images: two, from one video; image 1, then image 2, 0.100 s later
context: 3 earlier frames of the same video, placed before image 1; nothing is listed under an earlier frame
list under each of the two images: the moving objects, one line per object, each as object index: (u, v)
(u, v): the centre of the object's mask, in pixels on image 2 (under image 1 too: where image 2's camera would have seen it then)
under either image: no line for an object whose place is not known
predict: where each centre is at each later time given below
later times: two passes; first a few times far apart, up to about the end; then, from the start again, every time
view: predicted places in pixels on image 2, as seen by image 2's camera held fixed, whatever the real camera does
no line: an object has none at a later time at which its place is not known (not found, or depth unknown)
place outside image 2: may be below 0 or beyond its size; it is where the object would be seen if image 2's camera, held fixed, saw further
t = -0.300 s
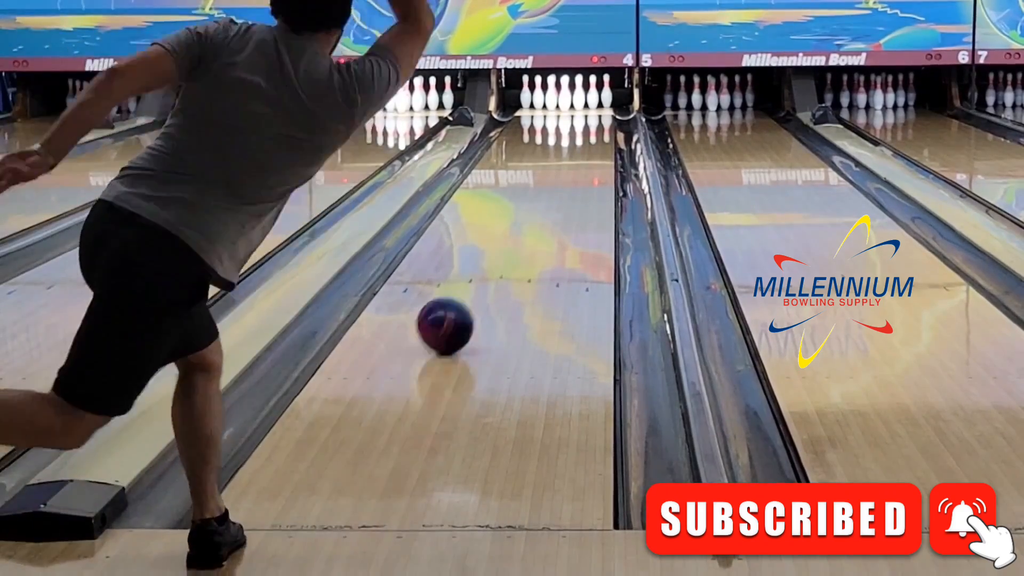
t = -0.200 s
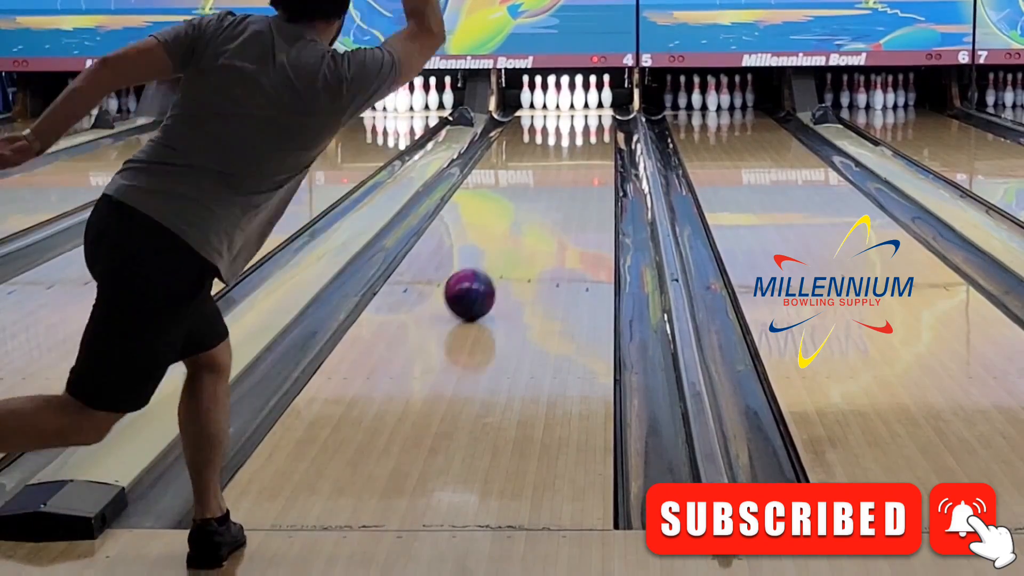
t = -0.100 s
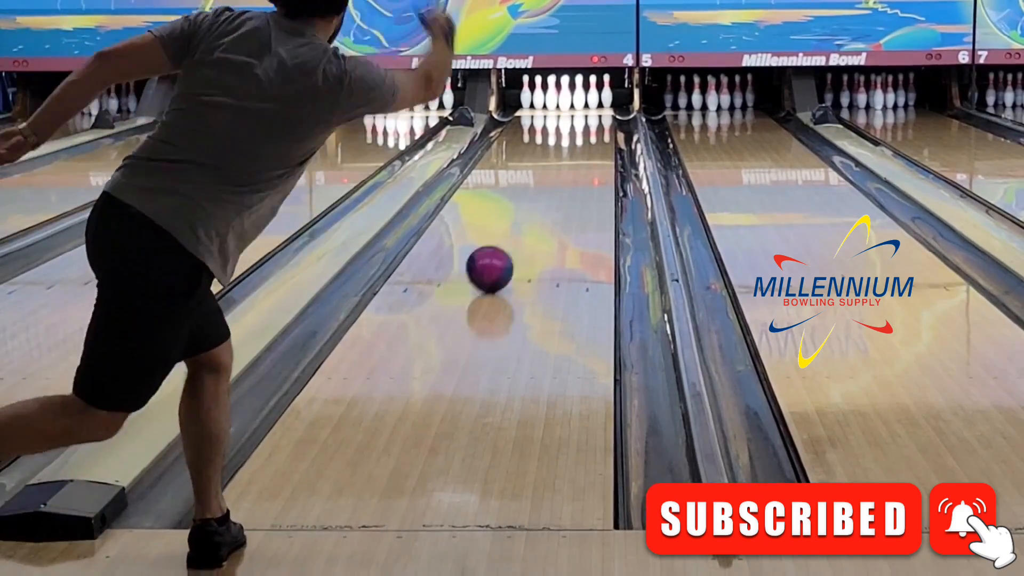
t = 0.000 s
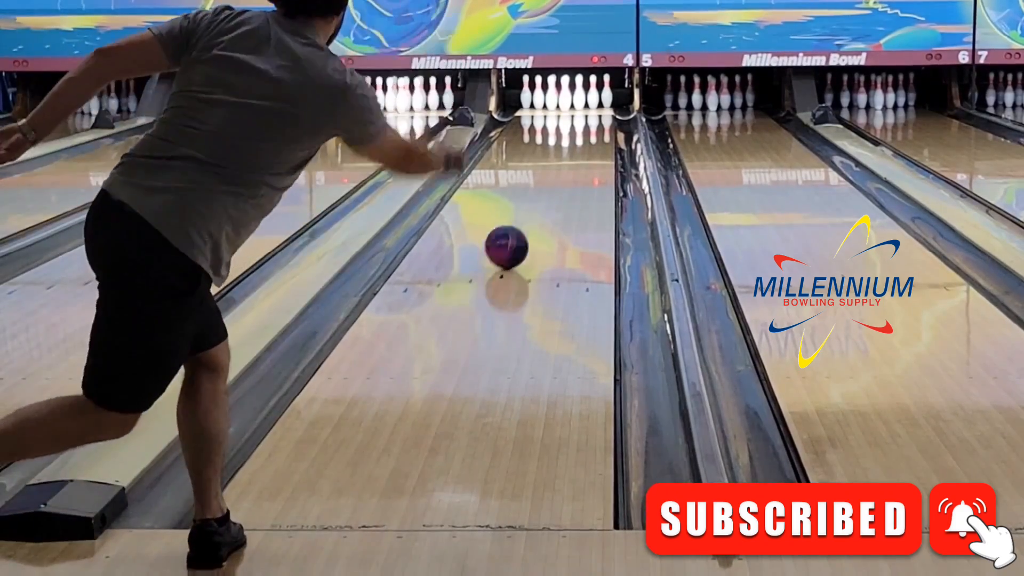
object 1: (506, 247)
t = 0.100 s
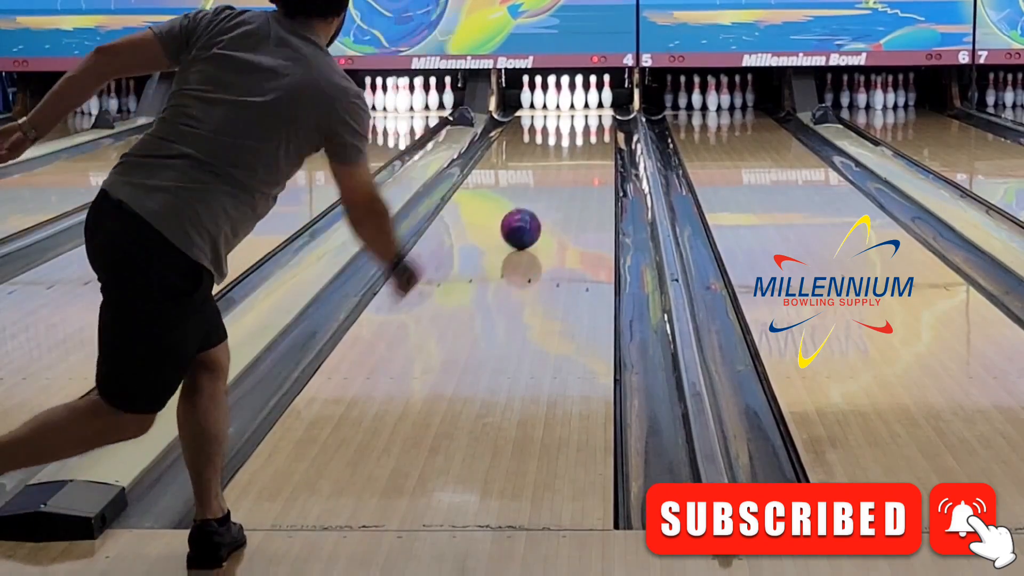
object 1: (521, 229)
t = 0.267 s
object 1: (540, 203)
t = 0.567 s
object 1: (565, 169)
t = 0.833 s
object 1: (578, 147)
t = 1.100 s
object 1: (587, 130)
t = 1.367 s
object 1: (587, 116)
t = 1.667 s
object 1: (579, 105)
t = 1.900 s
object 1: (580, 99)
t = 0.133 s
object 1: (525, 223)
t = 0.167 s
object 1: (529, 218)
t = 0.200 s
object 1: (533, 213)
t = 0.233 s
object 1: (536, 207)
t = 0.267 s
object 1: (540, 203)
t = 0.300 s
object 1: (543, 198)
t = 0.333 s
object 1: (546, 194)
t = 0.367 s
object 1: (549, 190)
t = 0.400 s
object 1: (552, 186)
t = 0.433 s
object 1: (555, 182)
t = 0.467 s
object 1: (557, 179)
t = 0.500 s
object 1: (560, 175)
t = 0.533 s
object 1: (562, 172)
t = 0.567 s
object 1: (565, 169)
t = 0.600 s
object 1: (567, 166)
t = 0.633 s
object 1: (569, 163)
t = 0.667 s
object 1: (571, 160)
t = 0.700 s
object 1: (572, 158)
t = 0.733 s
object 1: (574, 155)
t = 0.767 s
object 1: (576, 152)
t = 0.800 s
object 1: (577, 149)
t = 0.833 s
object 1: (578, 147)
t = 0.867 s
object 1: (580, 145)
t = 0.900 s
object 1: (581, 142)
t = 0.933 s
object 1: (582, 140)
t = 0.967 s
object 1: (583, 138)
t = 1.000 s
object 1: (584, 136)
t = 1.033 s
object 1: (585, 134)
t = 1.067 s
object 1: (586, 131)
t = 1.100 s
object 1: (587, 130)
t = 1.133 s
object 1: (587, 128)
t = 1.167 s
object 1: (588, 126)
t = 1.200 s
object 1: (588, 124)
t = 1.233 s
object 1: (588, 122)
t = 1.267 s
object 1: (588, 121)
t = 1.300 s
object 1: (588, 119)
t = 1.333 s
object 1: (587, 118)
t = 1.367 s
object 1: (587, 116)
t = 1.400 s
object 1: (586, 115)
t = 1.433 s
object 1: (586, 113)
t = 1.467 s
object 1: (585, 112)
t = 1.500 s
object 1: (584, 111)
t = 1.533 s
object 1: (583, 110)
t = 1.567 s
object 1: (582, 109)
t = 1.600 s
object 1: (581, 107)
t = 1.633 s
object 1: (580, 106)
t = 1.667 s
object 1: (579, 105)
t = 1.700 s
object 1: (577, 103)
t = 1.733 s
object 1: (576, 102)
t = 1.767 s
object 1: (578, 102)
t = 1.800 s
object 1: (578, 100)
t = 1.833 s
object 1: (579, 100)
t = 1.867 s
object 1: (580, 100)
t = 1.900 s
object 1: (580, 99)
